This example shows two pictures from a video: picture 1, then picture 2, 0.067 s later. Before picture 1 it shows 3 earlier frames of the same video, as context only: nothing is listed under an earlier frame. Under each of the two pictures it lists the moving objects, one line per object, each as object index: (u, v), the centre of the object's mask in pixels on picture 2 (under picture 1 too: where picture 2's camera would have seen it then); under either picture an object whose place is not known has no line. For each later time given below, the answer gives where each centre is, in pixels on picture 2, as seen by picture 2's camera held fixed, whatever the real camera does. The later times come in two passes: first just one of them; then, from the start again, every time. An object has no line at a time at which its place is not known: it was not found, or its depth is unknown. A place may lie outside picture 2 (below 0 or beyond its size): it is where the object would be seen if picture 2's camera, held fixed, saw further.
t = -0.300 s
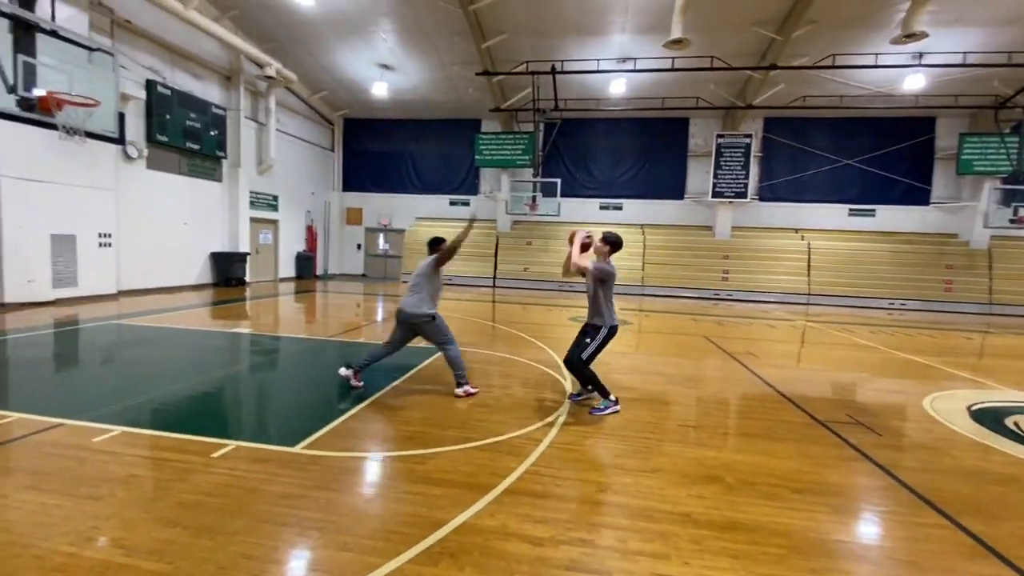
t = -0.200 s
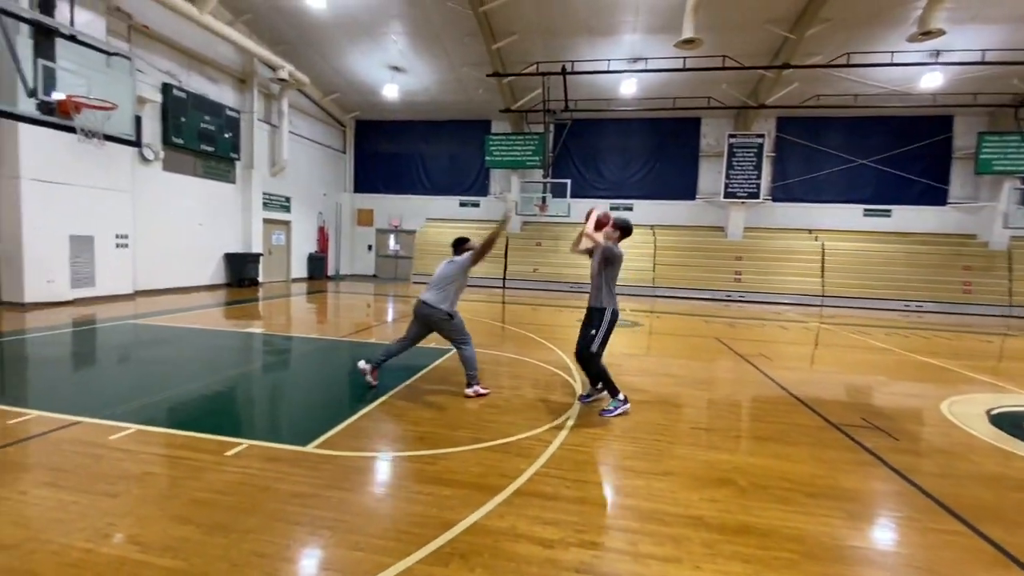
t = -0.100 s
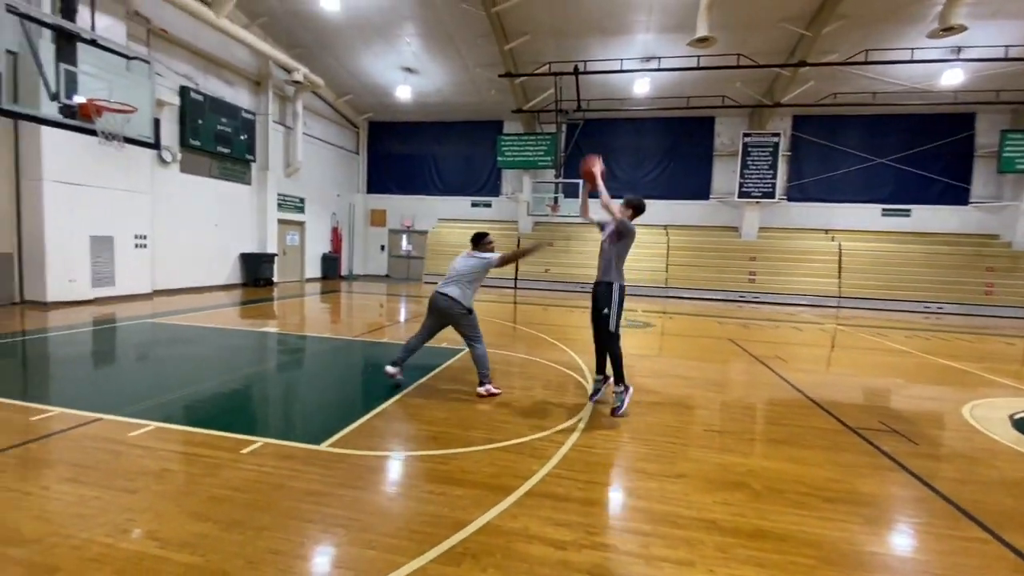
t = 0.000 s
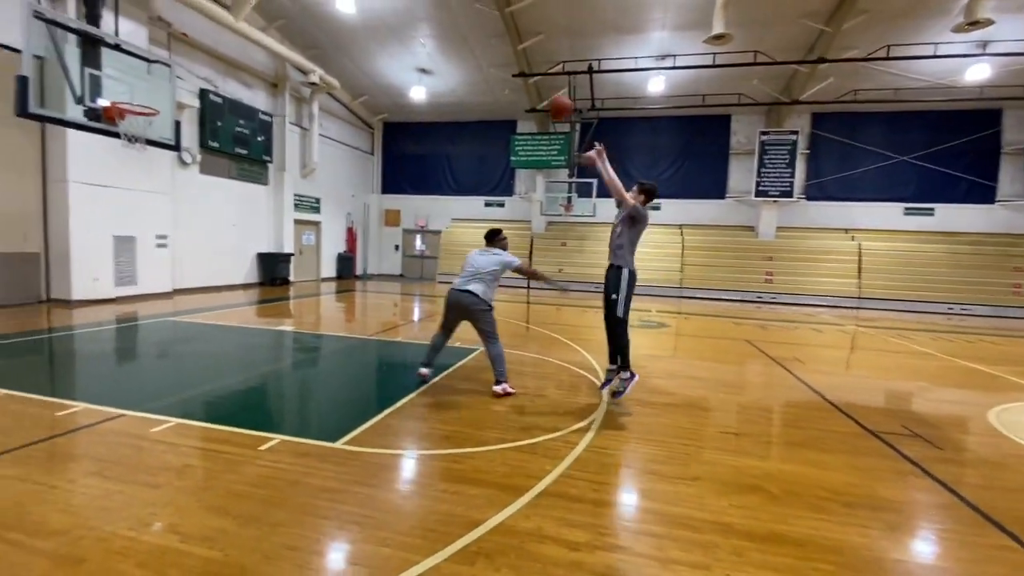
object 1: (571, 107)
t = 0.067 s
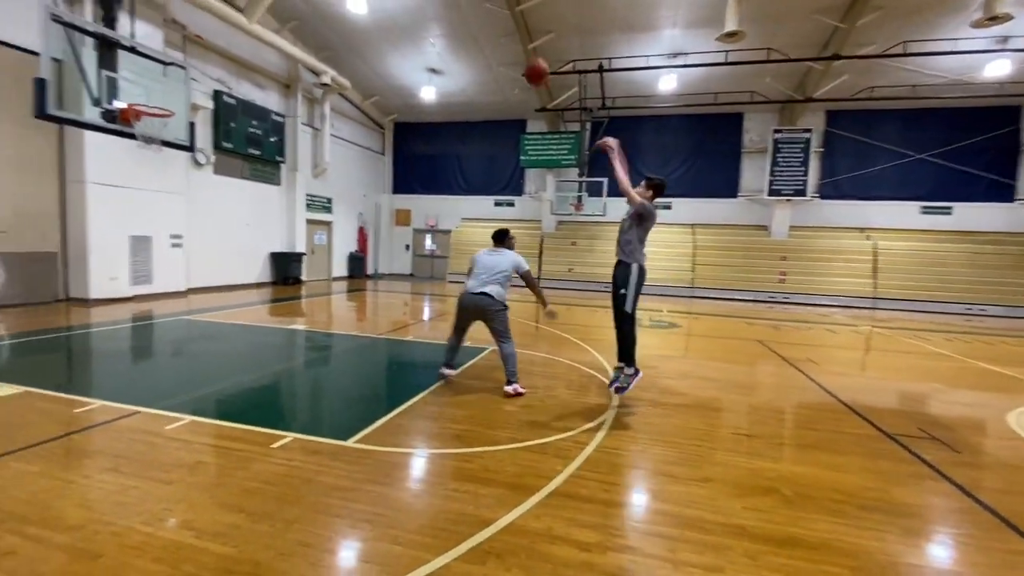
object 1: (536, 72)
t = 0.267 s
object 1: (441, 8)
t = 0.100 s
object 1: (519, 57)
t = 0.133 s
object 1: (503, 43)
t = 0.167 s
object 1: (487, 32)
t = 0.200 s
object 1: (472, 21)
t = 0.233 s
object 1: (456, 12)
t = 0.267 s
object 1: (441, 8)
